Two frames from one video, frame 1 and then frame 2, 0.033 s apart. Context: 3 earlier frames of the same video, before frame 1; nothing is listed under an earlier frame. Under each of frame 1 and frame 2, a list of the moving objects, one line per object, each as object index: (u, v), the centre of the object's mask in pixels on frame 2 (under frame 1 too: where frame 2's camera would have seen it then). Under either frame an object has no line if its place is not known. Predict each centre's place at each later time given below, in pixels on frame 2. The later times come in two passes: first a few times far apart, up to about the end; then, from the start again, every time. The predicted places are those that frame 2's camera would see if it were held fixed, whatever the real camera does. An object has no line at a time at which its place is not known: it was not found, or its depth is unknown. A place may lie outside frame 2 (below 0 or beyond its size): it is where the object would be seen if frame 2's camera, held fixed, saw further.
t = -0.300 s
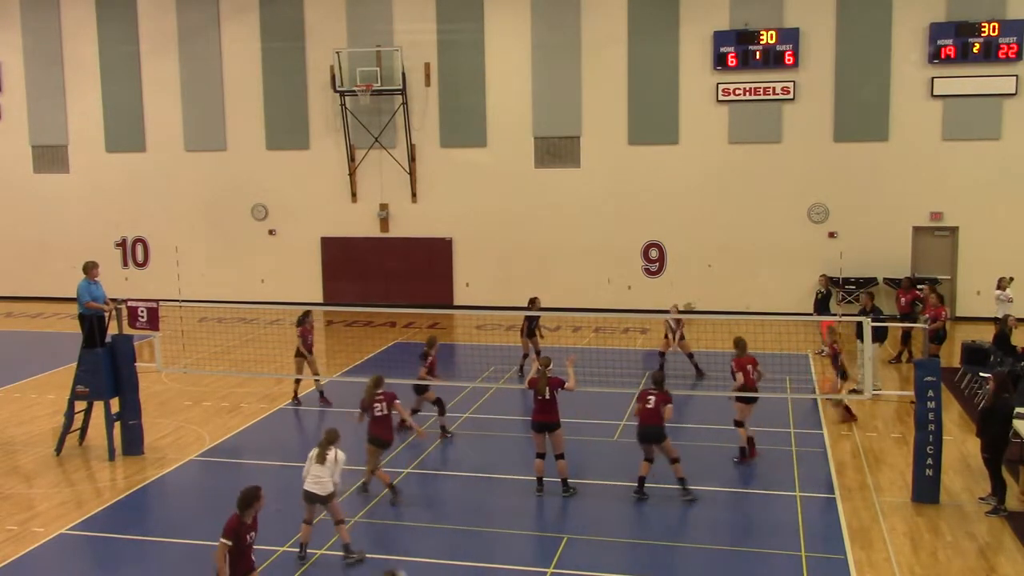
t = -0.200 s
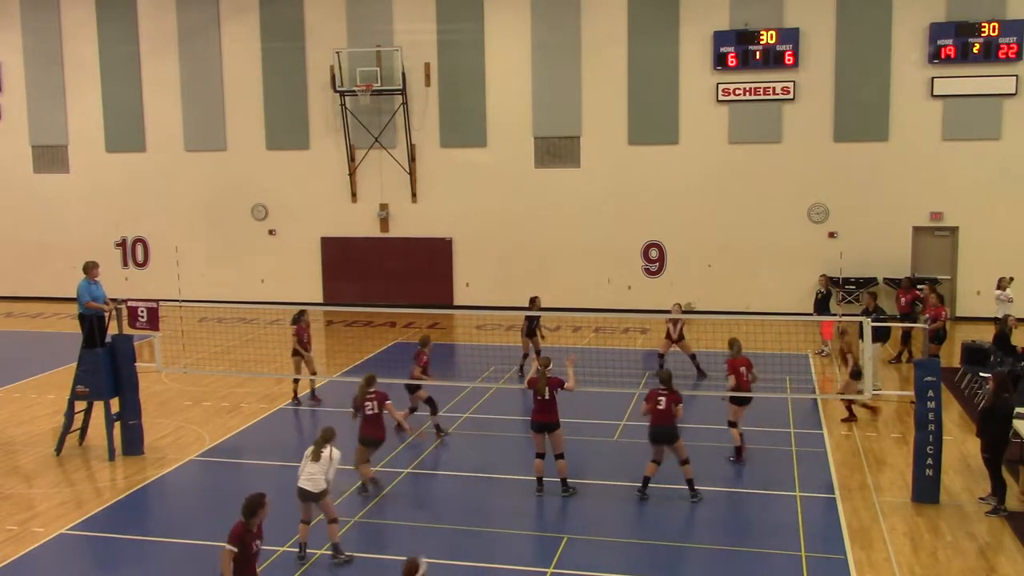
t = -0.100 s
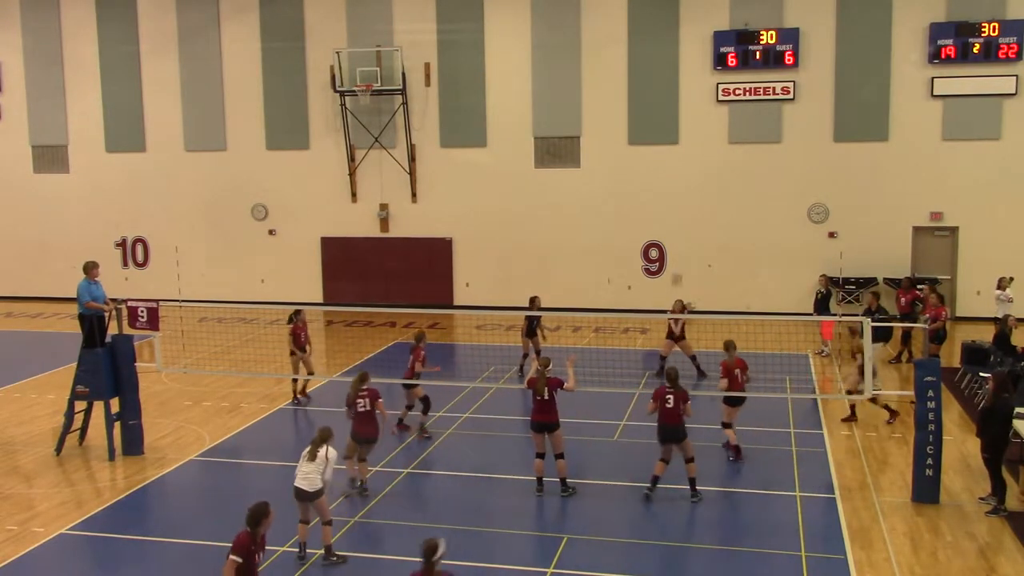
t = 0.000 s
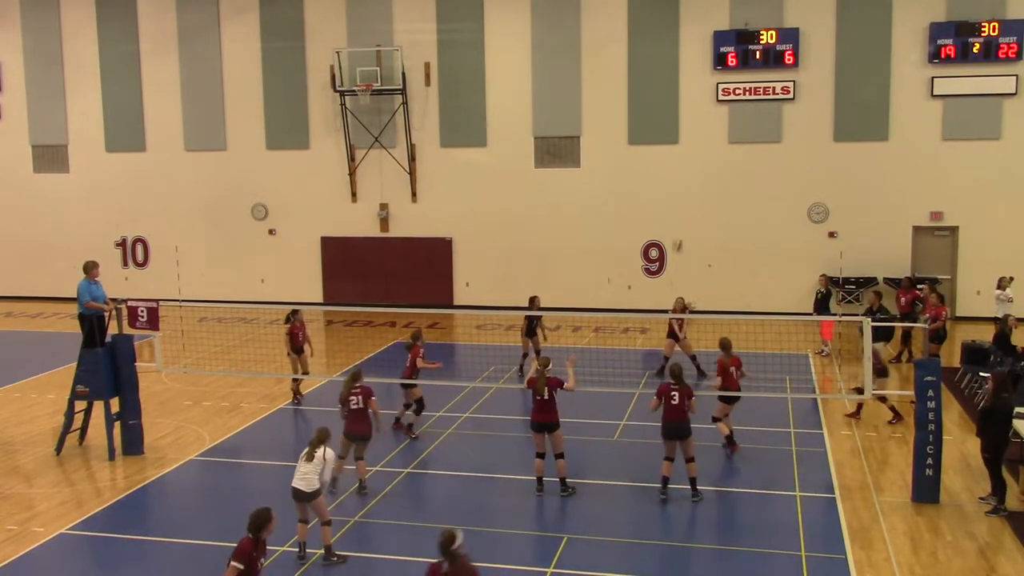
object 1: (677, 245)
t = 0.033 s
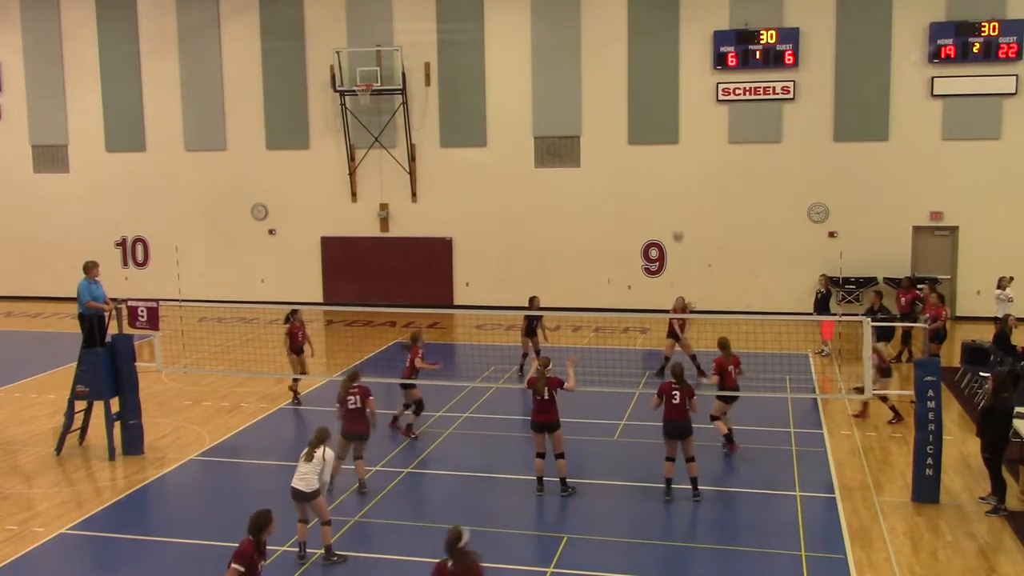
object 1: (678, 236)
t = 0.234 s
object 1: (679, 191)
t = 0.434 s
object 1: (680, 165)
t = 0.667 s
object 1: (682, 167)
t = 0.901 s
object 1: (685, 203)
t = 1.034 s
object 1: (686, 242)
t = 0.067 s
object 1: (678, 227)
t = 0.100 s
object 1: (677, 219)
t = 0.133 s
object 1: (678, 211)
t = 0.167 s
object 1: (679, 203)
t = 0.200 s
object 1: (678, 196)
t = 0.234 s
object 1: (679, 191)
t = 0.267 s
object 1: (679, 185)
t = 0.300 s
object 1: (679, 179)
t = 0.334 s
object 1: (679, 175)
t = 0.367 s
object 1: (680, 171)
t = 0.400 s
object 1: (680, 168)
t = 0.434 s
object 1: (680, 165)
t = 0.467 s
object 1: (680, 163)
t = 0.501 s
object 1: (681, 162)
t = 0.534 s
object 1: (681, 161)
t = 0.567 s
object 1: (681, 162)
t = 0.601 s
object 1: (682, 163)
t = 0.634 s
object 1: (682, 164)
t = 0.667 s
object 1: (682, 167)
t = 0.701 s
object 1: (683, 170)
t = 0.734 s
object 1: (683, 173)
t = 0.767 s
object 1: (684, 178)
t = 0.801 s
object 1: (684, 183)
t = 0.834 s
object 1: (684, 189)
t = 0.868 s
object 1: (684, 195)
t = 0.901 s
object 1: (685, 203)
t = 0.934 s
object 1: (685, 211)
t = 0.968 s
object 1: (685, 221)
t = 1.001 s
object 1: (685, 230)
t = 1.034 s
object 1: (686, 242)
